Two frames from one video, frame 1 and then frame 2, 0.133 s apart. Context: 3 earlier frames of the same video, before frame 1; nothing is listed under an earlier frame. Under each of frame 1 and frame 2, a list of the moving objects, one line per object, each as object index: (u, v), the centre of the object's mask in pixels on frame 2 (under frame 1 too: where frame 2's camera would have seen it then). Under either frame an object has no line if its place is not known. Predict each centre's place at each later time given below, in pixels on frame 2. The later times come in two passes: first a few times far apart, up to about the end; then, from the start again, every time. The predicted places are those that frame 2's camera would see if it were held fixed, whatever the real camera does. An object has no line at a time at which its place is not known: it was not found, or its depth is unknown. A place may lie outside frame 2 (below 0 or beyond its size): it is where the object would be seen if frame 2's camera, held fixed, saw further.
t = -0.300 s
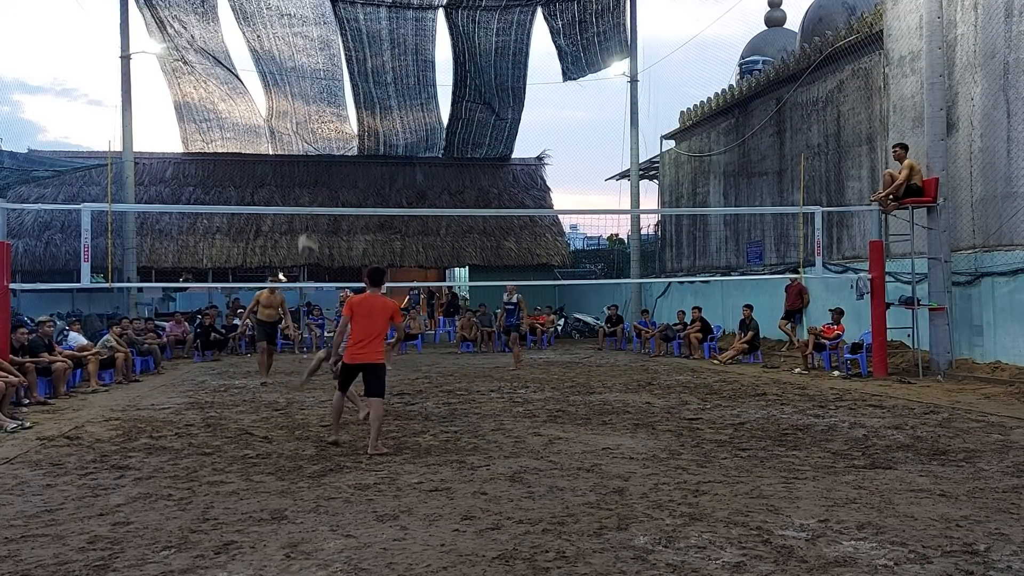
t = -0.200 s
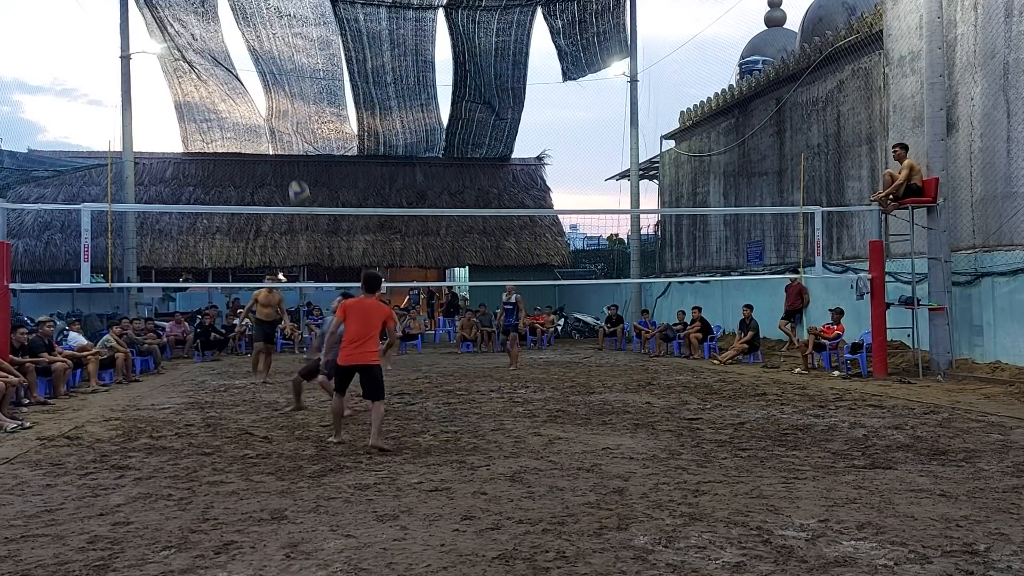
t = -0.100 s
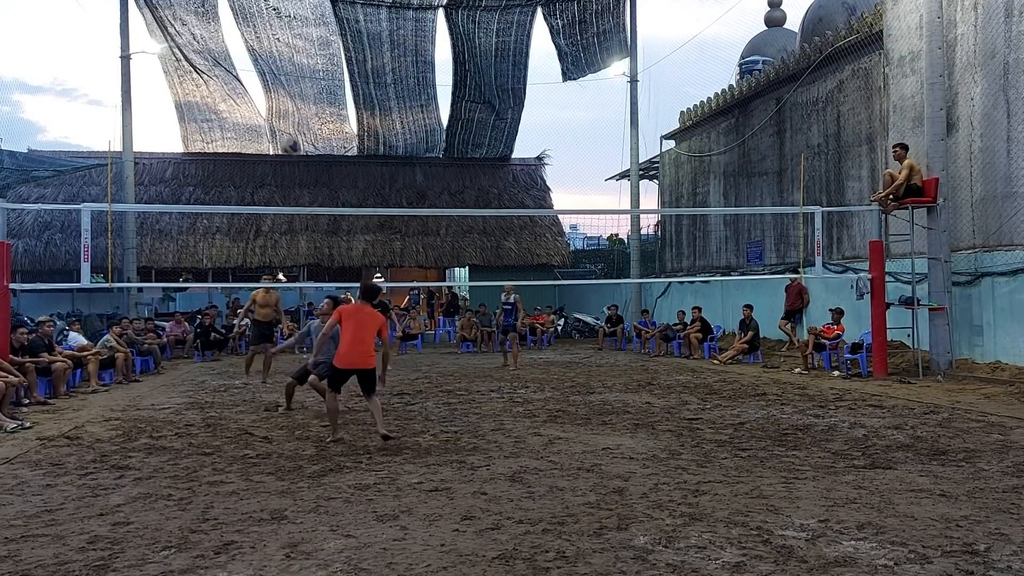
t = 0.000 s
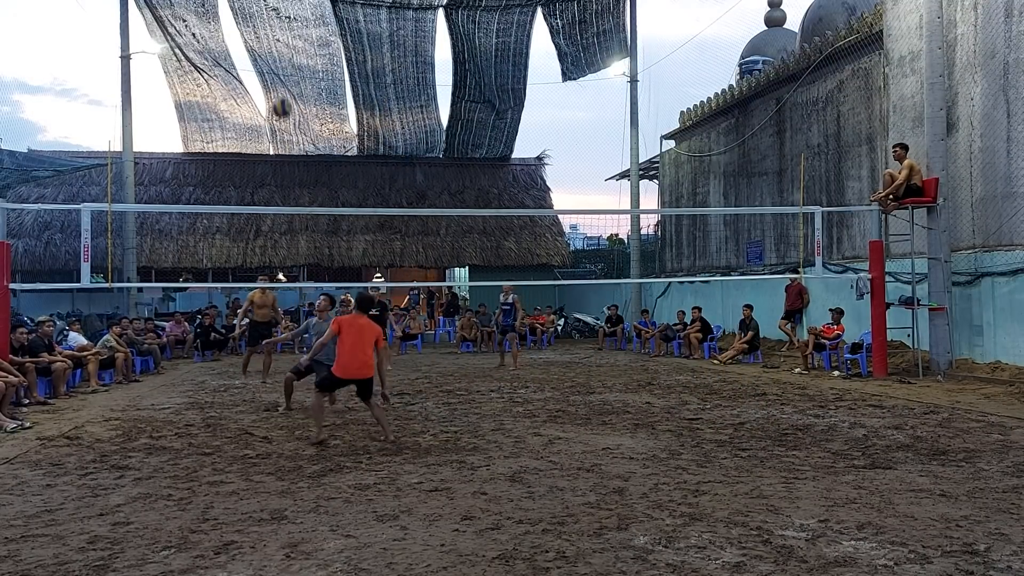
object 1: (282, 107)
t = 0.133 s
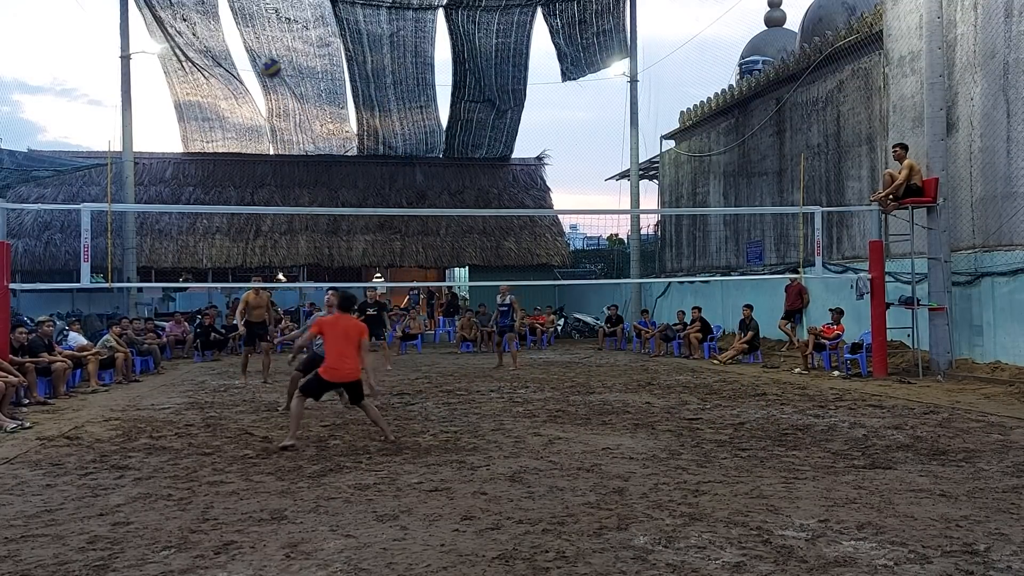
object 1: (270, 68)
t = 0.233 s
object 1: (262, 48)
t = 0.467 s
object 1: (243, 41)
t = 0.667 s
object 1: (225, 85)
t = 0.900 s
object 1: (203, 206)
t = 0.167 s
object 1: (267, 60)
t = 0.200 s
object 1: (265, 54)
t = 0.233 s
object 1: (262, 48)
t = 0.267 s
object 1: (259, 43)
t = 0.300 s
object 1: (256, 40)
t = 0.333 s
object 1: (253, 39)
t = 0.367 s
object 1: (250, 37)
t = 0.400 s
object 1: (248, 37)
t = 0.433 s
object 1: (245, 38)
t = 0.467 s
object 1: (243, 41)
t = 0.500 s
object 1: (239, 46)
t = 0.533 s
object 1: (236, 51)
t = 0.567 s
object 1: (233, 57)
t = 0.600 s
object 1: (230, 65)
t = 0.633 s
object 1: (228, 74)
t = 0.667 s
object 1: (225, 85)
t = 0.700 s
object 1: (222, 98)
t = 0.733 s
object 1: (219, 112)
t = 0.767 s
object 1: (216, 128)
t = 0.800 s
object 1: (213, 146)
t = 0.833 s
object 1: (210, 165)
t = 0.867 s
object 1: (207, 184)
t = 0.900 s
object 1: (203, 206)
